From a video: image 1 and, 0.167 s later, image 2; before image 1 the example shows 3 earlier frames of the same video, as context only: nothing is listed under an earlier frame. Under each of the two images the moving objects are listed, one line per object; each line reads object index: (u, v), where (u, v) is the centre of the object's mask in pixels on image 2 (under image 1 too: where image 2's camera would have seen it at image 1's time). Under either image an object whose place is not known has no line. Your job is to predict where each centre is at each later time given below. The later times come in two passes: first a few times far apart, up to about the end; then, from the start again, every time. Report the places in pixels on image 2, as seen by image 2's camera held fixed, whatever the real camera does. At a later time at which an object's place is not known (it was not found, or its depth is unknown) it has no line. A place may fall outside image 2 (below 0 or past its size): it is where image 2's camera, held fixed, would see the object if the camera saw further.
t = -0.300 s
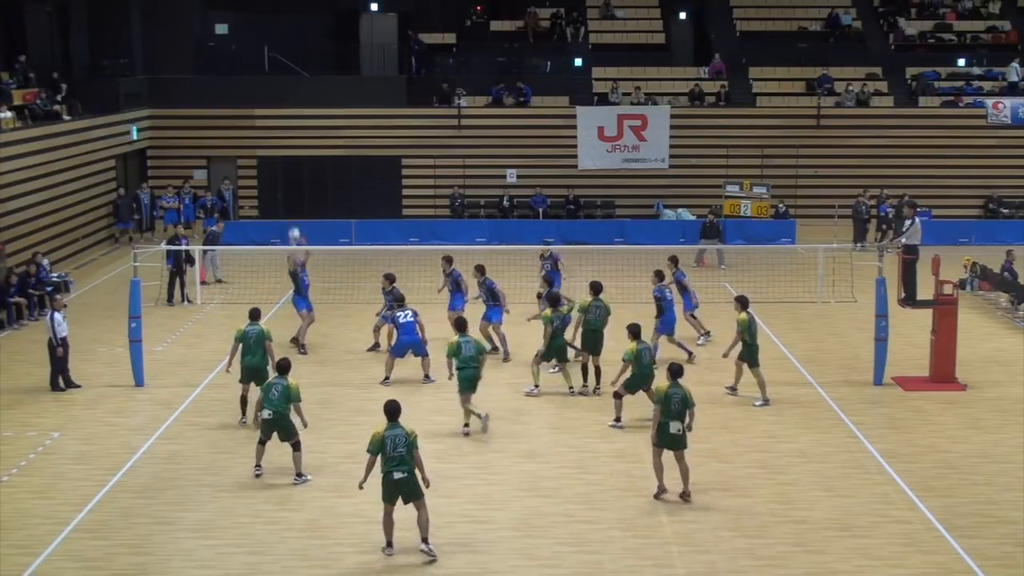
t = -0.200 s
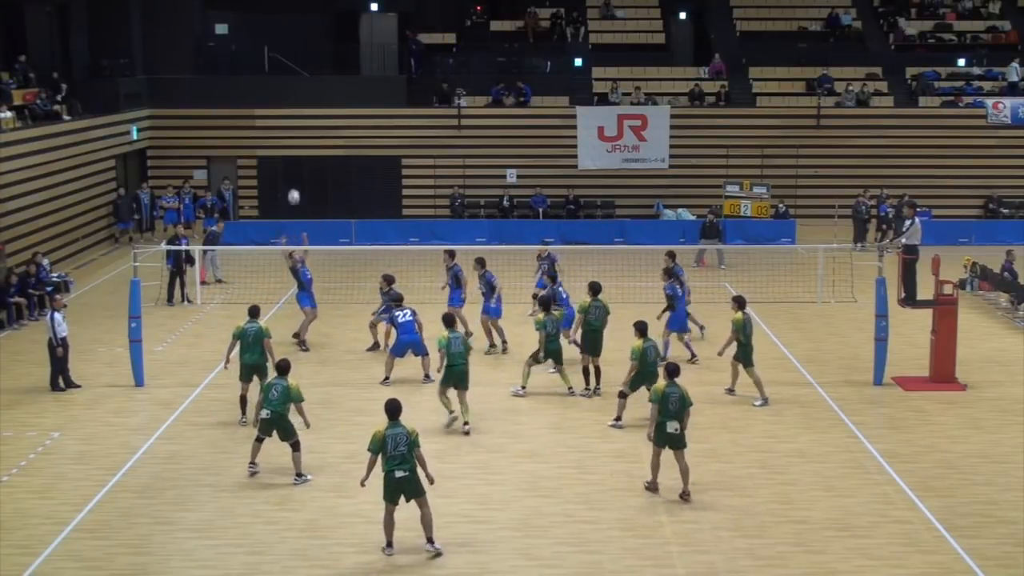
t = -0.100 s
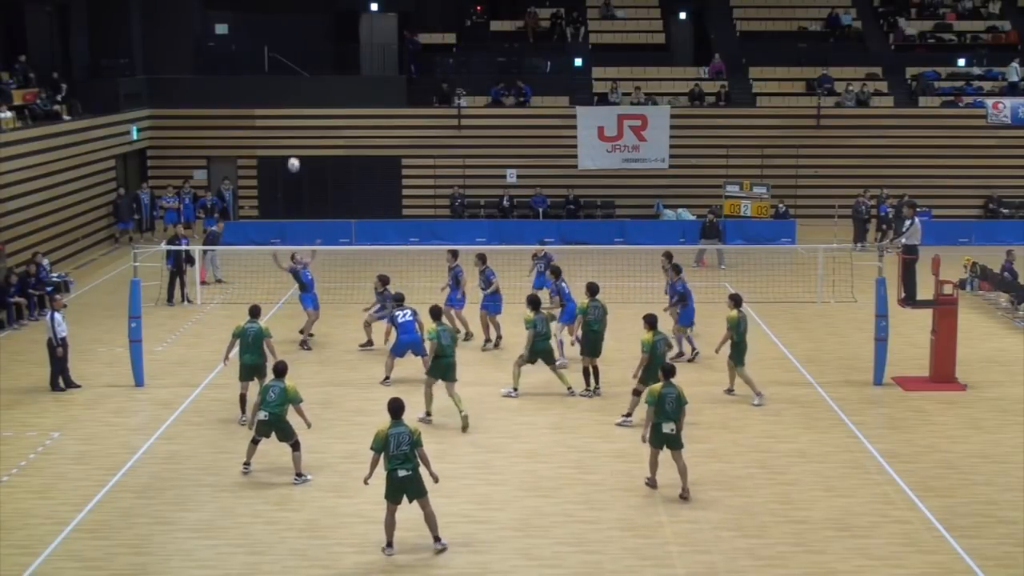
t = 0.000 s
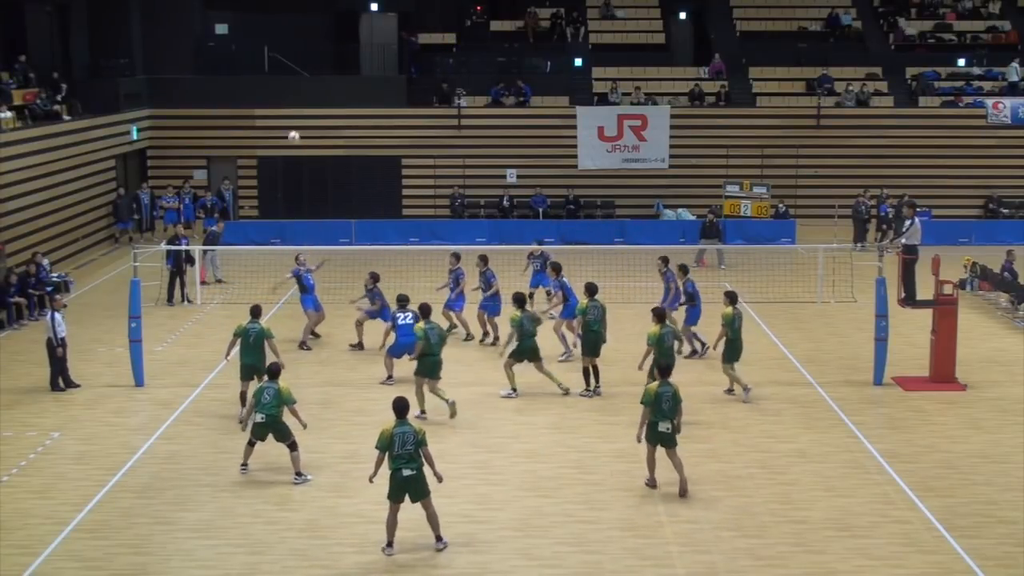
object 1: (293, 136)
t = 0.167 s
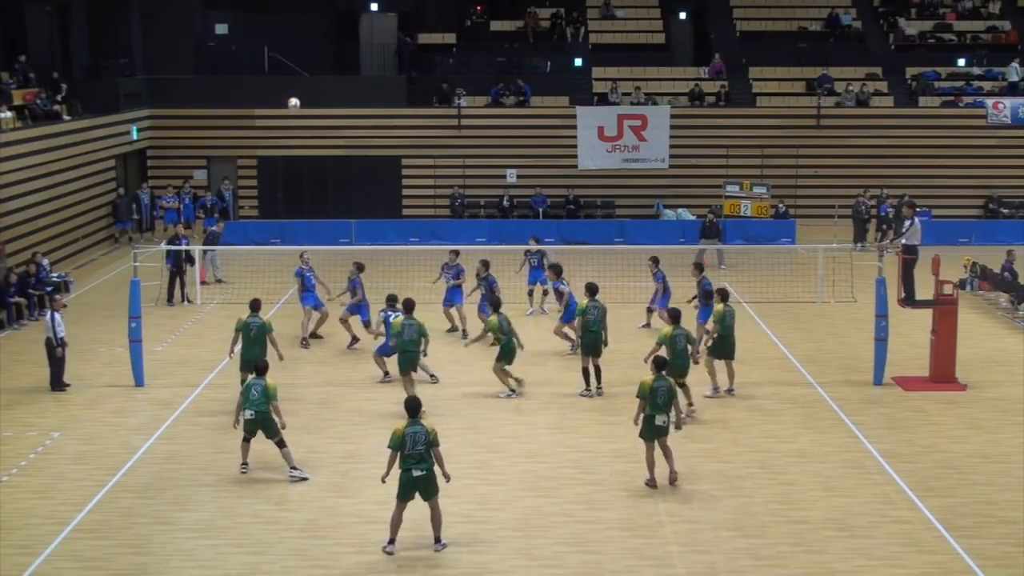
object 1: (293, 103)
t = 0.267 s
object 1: (294, 91)
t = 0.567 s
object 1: (296, 84)
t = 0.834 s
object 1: (299, 117)
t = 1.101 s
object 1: (303, 189)
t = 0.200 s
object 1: (293, 99)
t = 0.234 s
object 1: (293, 95)
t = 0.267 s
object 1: (294, 91)
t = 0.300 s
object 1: (294, 88)
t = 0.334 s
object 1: (294, 85)
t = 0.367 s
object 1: (294, 83)
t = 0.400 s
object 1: (295, 82)
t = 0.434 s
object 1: (295, 81)
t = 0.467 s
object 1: (295, 81)
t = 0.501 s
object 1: (295, 81)
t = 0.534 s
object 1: (296, 82)
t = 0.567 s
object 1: (296, 84)
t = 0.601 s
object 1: (296, 86)
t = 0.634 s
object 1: (296, 89)
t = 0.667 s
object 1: (297, 92)
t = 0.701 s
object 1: (297, 96)
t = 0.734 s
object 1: (297, 101)
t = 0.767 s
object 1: (298, 104)
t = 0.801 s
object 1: (299, 112)
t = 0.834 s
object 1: (299, 117)
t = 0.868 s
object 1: (299, 124)
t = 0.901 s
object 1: (300, 132)
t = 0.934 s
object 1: (300, 141)
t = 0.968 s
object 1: (301, 149)
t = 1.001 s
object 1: (301, 159)
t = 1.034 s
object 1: (302, 168)
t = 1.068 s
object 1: (302, 179)
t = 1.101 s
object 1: (303, 189)
